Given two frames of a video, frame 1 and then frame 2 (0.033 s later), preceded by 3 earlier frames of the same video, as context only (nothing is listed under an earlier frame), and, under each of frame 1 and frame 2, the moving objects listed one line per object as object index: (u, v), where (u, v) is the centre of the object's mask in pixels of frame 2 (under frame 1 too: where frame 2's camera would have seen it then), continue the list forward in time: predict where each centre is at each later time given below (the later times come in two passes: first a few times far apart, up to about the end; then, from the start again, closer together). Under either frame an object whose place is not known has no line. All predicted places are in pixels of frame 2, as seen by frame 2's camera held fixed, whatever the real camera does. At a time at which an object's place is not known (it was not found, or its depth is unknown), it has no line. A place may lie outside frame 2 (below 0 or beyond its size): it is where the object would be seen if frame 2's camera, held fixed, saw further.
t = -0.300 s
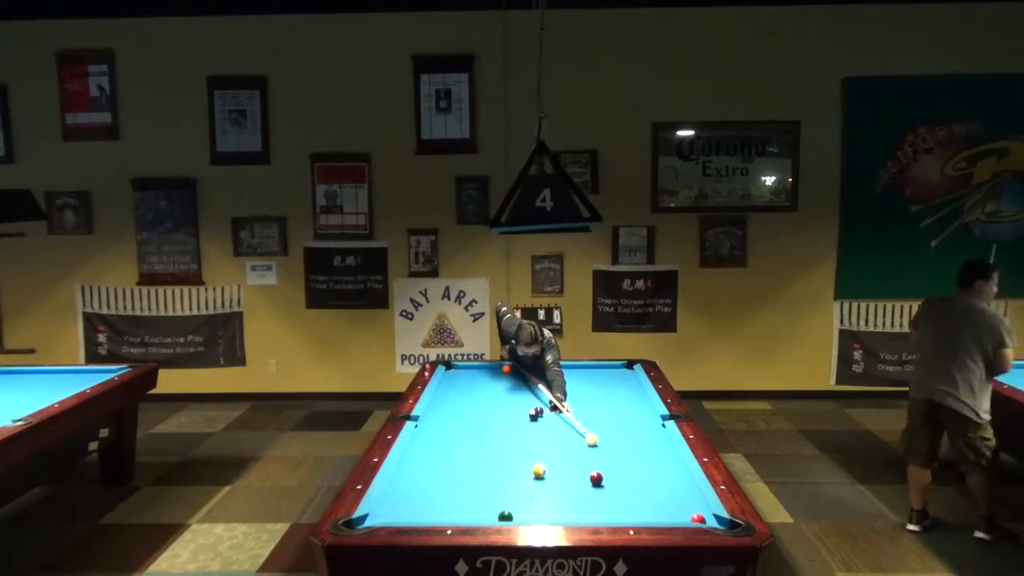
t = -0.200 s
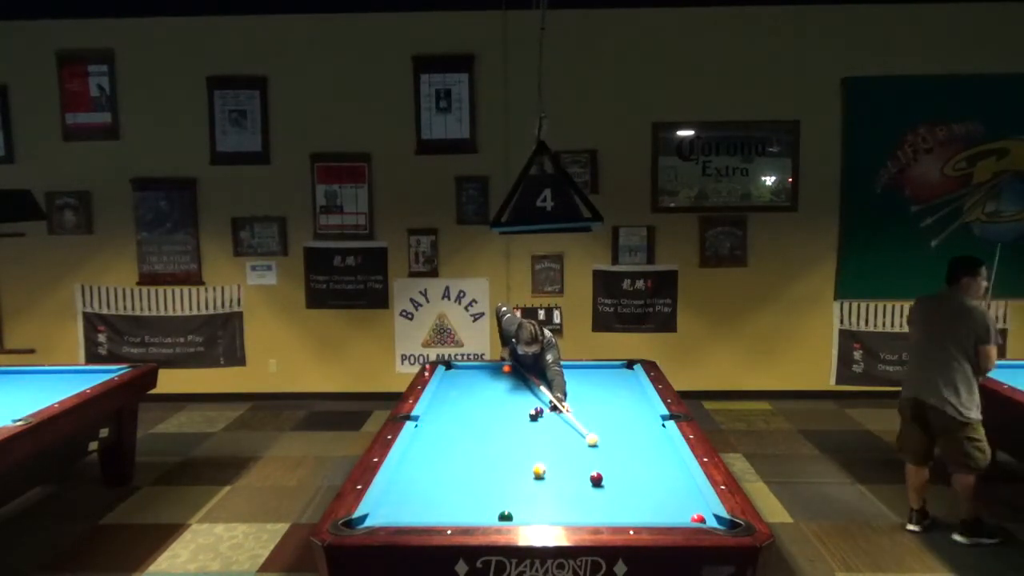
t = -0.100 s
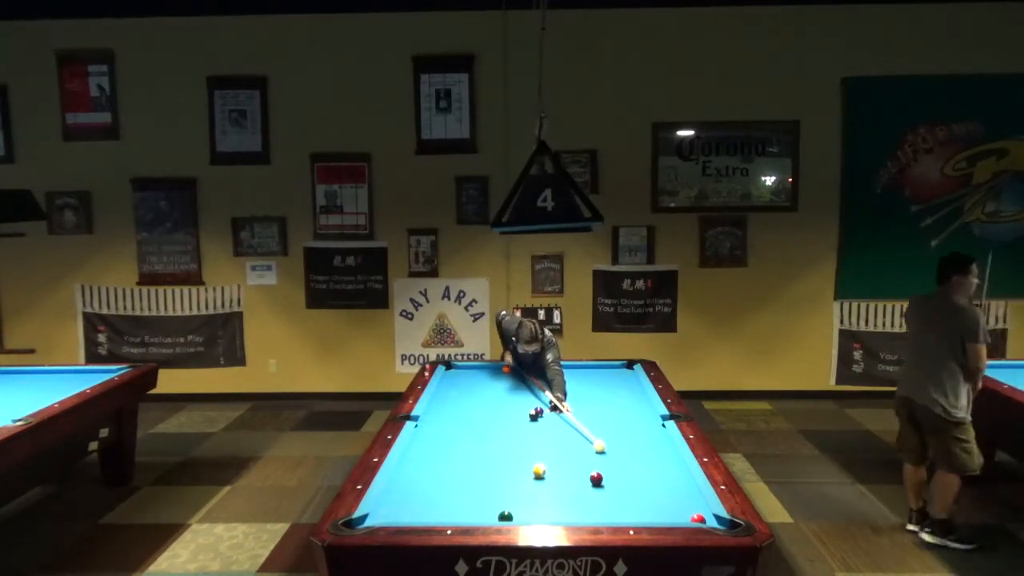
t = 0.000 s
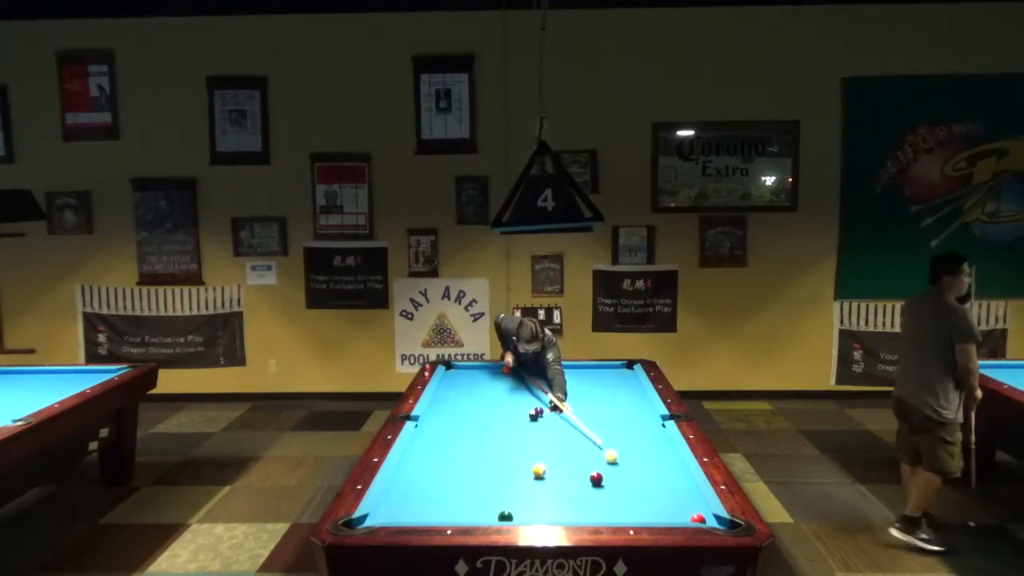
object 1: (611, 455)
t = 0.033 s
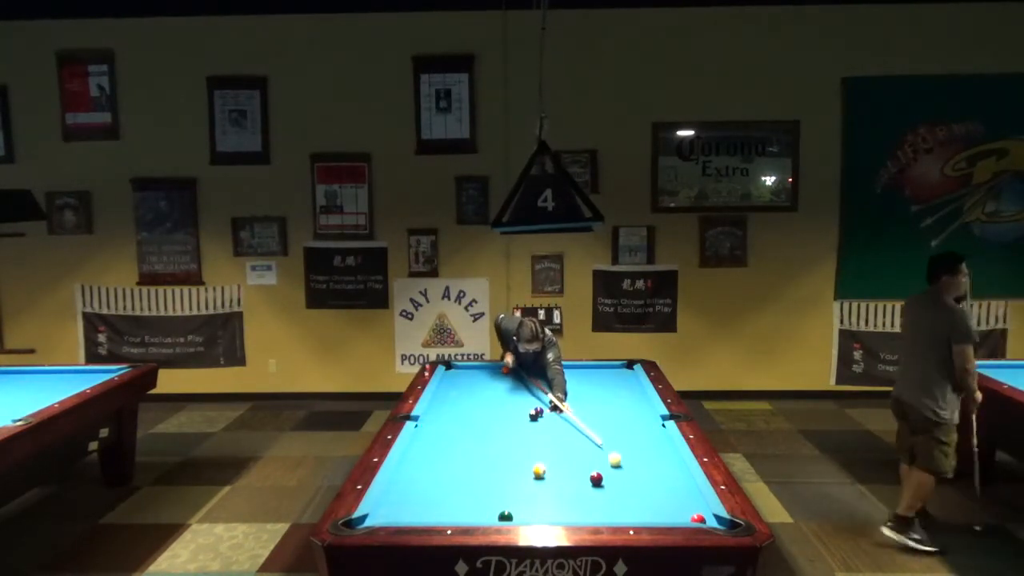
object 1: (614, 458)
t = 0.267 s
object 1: (643, 483)
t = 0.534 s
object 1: (681, 515)
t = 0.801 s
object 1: (672, 508)
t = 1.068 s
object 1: (663, 495)
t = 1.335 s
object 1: (656, 485)
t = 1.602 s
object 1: (649, 475)
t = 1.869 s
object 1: (644, 467)
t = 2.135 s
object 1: (639, 459)
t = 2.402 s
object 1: (635, 452)
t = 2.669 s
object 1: (631, 446)
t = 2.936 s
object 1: (628, 441)
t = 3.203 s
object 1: (625, 436)
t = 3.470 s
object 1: (623, 432)
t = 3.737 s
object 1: (621, 428)
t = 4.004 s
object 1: (619, 425)
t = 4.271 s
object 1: (618, 422)
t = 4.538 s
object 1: (617, 419)
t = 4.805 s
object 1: (616, 417)
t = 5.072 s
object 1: (615, 416)
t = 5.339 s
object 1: (615, 414)
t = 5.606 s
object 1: (615, 413)
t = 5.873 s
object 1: (615, 413)
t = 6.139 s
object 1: (615, 412)
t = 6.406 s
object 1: (615, 412)
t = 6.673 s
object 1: (615, 412)
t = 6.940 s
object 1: (615, 412)
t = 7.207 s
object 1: (615, 412)
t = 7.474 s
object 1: (615, 412)
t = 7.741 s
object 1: (615, 412)
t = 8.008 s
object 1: (615, 412)
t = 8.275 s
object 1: (615, 412)
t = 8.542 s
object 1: (615, 412)
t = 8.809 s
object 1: (615, 412)
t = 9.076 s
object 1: (615, 412)
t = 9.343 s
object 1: (615, 412)
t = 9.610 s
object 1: (615, 412)
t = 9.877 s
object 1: (615, 412)
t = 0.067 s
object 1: (618, 461)
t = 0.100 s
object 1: (622, 465)
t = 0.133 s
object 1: (626, 469)
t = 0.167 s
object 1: (631, 472)
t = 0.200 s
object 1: (634, 475)
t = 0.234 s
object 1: (639, 479)
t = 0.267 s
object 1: (643, 483)
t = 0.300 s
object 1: (647, 487)
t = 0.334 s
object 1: (651, 491)
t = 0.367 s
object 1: (657, 495)
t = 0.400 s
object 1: (661, 499)
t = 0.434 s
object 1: (667, 503)
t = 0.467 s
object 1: (671, 507)
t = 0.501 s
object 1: (676, 512)
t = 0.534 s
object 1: (681, 515)
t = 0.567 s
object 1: (681, 517)
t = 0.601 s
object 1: (679, 516)
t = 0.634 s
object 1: (677, 515)
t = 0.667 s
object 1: (676, 514)
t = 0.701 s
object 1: (675, 513)
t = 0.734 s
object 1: (674, 511)
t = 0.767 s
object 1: (673, 510)
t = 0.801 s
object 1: (672, 508)
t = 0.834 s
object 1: (671, 507)
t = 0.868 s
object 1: (670, 505)
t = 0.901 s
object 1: (669, 504)
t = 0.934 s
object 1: (667, 502)
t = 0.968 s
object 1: (666, 500)
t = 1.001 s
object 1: (665, 499)
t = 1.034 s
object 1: (664, 497)
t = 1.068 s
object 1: (663, 495)
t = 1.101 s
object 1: (662, 494)
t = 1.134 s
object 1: (661, 493)
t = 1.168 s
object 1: (660, 492)
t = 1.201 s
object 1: (659, 490)
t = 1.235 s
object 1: (658, 488)
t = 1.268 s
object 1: (657, 487)
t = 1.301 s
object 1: (656, 486)
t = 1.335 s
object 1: (656, 485)
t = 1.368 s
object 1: (655, 483)
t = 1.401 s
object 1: (654, 482)
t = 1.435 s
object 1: (653, 481)
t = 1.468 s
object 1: (652, 480)
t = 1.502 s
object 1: (651, 478)
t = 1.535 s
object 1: (651, 477)
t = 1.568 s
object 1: (650, 475)
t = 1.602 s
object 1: (649, 475)
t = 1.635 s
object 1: (649, 474)
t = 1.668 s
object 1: (648, 472)
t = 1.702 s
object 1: (647, 471)
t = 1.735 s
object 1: (647, 470)
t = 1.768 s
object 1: (646, 469)
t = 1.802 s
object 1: (646, 469)
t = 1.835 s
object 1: (645, 467)
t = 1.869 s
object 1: (644, 467)
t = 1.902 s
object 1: (643, 465)
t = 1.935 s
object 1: (643, 464)
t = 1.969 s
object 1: (642, 463)
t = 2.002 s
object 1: (642, 462)
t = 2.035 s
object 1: (641, 462)
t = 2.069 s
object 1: (640, 460)
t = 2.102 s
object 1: (640, 460)
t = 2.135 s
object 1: (639, 459)
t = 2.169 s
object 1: (639, 458)
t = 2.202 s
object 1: (638, 457)
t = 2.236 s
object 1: (637, 456)
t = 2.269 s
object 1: (637, 455)
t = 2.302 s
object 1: (636, 454)
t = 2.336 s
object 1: (636, 454)
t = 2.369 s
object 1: (635, 453)
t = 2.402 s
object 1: (635, 452)
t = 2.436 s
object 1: (634, 451)
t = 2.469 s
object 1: (634, 450)
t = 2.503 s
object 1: (633, 449)
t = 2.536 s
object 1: (633, 449)
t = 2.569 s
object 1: (632, 448)
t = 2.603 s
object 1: (632, 447)
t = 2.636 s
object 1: (632, 446)
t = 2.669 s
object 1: (631, 446)
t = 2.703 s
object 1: (630, 445)
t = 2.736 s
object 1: (630, 444)
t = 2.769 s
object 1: (630, 444)
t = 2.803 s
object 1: (629, 443)
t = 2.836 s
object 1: (629, 442)
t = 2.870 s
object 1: (628, 442)
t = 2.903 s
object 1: (628, 441)
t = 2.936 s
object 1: (628, 441)
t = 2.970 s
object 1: (627, 440)
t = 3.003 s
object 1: (627, 439)
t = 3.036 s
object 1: (627, 439)
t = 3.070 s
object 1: (626, 438)
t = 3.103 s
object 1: (626, 438)
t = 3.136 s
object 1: (626, 437)
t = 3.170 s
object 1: (625, 436)
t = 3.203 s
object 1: (625, 436)
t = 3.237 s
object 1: (625, 435)
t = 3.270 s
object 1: (624, 434)
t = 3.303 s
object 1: (624, 434)
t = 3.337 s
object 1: (624, 434)
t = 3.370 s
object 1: (623, 433)
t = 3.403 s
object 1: (623, 433)
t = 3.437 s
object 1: (623, 432)
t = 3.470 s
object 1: (623, 432)
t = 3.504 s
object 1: (623, 431)
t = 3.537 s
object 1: (622, 431)
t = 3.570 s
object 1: (622, 430)
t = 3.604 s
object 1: (622, 430)
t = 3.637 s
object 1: (621, 429)
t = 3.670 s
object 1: (621, 429)
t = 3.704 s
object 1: (621, 428)
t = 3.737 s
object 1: (621, 428)
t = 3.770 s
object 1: (620, 428)
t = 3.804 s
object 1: (621, 427)
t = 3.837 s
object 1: (620, 427)
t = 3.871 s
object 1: (620, 426)
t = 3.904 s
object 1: (620, 426)
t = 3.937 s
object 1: (620, 426)
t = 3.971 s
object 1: (620, 425)
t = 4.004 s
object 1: (619, 425)
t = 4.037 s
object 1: (619, 424)
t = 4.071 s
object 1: (619, 424)
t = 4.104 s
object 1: (619, 423)
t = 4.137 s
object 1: (619, 423)
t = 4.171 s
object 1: (618, 423)
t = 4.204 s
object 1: (618, 423)
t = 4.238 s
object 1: (618, 422)
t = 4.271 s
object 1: (618, 422)
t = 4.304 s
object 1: (618, 421)
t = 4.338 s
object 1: (618, 421)
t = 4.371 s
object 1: (617, 421)
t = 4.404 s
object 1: (617, 421)
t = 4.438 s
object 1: (617, 420)
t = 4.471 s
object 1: (617, 420)
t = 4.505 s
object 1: (617, 420)
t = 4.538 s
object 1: (617, 419)
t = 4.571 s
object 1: (616, 419)
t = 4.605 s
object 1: (616, 419)
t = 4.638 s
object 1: (617, 419)
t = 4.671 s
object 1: (616, 418)
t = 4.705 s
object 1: (616, 418)
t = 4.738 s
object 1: (616, 418)
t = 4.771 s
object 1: (616, 418)
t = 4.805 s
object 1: (616, 417)
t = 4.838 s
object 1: (616, 417)
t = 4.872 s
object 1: (615, 417)
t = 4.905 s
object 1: (615, 416)
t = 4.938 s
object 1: (615, 416)
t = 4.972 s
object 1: (615, 416)
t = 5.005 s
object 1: (615, 416)
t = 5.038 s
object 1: (615, 416)
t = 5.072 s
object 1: (615, 416)
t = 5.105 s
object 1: (615, 415)
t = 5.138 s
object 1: (615, 415)
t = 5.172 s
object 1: (615, 415)
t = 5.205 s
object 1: (615, 415)
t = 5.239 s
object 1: (615, 415)
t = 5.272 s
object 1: (615, 414)
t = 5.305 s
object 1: (615, 414)
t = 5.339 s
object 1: (615, 414)
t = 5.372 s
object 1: (615, 414)
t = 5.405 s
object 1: (615, 414)
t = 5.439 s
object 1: (615, 414)
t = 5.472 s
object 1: (615, 414)
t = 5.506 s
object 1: (615, 414)
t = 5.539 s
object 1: (615, 414)
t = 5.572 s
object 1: (615, 413)
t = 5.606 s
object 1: (615, 413)
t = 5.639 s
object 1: (615, 413)
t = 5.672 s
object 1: (615, 413)
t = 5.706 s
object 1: (615, 413)
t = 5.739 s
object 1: (615, 413)
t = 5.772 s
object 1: (615, 413)
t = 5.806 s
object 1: (615, 413)
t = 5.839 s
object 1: (615, 413)
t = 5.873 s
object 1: (615, 413)
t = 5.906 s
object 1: (615, 413)
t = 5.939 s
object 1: (615, 413)
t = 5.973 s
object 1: (615, 413)
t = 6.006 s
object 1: (615, 413)
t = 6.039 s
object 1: (615, 413)
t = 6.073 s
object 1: (615, 413)
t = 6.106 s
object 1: (615, 413)
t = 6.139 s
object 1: (615, 412)
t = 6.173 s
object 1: (615, 412)
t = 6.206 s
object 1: (615, 412)
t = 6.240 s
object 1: (615, 412)
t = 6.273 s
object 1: (615, 412)
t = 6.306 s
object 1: (615, 412)
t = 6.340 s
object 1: (615, 412)
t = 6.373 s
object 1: (615, 412)
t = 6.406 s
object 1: (615, 412)
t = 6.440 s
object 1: (615, 412)
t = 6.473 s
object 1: (615, 412)
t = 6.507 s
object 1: (615, 412)
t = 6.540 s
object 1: (615, 412)
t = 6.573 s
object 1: (615, 412)
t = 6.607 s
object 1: (615, 412)
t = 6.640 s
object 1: (615, 412)
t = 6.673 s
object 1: (615, 412)
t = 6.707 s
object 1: (615, 412)
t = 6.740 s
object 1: (615, 412)
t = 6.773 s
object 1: (615, 412)
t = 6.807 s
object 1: (615, 412)
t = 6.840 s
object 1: (615, 412)
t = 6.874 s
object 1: (615, 412)
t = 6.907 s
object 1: (615, 412)
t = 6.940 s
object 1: (615, 412)
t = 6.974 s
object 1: (615, 412)
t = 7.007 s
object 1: (615, 412)
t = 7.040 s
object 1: (615, 412)
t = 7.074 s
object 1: (615, 412)
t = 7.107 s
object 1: (615, 412)
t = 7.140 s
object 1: (615, 412)
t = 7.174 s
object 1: (615, 412)
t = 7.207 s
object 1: (615, 412)
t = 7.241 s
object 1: (615, 412)
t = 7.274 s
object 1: (615, 412)
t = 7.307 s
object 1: (615, 412)
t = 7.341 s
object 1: (615, 412)
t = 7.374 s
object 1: (615, 412)
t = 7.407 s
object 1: (615, 412)
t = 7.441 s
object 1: (615, 412)
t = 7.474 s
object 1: (615, 412)
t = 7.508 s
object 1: (615, 412)
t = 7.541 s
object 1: (615, 412)
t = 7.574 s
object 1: (615, 412)
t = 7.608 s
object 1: (615, 412)
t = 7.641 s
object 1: (615, 412)
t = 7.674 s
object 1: (615, 412)
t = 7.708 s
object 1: (615, 412)
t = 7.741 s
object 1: (615, 412)
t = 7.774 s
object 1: (615, 412)
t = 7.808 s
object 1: (615, 412)
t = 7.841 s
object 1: (615, 412)
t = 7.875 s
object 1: (615, 412)
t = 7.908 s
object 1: (615, 412)
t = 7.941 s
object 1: (615, 412)
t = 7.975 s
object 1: (615, 412)
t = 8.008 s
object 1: (615, 412)
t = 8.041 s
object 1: (615, 412)
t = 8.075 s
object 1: (615, 412)
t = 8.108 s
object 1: (615, 412)
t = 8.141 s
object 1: (615, 412)
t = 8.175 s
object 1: (615, 412)
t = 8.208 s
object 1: (615, 412)
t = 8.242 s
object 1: (615, 412)
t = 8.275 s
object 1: (615, 412)
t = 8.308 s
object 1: (615, 412)
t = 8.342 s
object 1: (615, 412)
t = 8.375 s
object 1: (615, 412)
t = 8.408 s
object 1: (615, 412)
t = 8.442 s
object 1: (615, 412)
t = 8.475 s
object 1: (615, 412)
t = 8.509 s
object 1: (615, 412)
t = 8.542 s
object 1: (615, 412)
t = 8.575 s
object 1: (615, 412)
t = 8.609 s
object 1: (615, 412)
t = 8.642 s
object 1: (615, 412)
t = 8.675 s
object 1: (615, 412)
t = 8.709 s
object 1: (615, 412)
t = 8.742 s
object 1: (615, 412)
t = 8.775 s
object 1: (615, 412)
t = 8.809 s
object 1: (615, 412)
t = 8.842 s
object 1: (615, 412)
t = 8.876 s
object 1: (615, 412)
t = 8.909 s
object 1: (615, 412)
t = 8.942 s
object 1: (615, 412)
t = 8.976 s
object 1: (615, 412)
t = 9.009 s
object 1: (615, 412)
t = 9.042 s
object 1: (615, 412)
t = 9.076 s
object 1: (615, 412)
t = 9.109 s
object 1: (615, 412)
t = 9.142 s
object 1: (615, 412)
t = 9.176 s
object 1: (615, 412)
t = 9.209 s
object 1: (615, 412)
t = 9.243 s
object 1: (615, 412)
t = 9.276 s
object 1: (615, 412)
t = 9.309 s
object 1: (615, 412)
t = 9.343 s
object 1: (615, 412)
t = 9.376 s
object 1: (615, 412)
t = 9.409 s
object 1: (615, 412)
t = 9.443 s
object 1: (615, 412)
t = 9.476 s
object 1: (615, 412)
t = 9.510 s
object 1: (615, 412)
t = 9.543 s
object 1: (615, 412)
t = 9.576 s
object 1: (615, 412)
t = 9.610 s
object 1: (615, 412)
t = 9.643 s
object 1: (615, 412)
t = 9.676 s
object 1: (615, 412)
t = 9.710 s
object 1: (615, 412)
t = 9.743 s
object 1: (615, 412)
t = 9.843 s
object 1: (615, 412)
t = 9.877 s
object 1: (615, 412)
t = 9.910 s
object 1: (615, 412)
